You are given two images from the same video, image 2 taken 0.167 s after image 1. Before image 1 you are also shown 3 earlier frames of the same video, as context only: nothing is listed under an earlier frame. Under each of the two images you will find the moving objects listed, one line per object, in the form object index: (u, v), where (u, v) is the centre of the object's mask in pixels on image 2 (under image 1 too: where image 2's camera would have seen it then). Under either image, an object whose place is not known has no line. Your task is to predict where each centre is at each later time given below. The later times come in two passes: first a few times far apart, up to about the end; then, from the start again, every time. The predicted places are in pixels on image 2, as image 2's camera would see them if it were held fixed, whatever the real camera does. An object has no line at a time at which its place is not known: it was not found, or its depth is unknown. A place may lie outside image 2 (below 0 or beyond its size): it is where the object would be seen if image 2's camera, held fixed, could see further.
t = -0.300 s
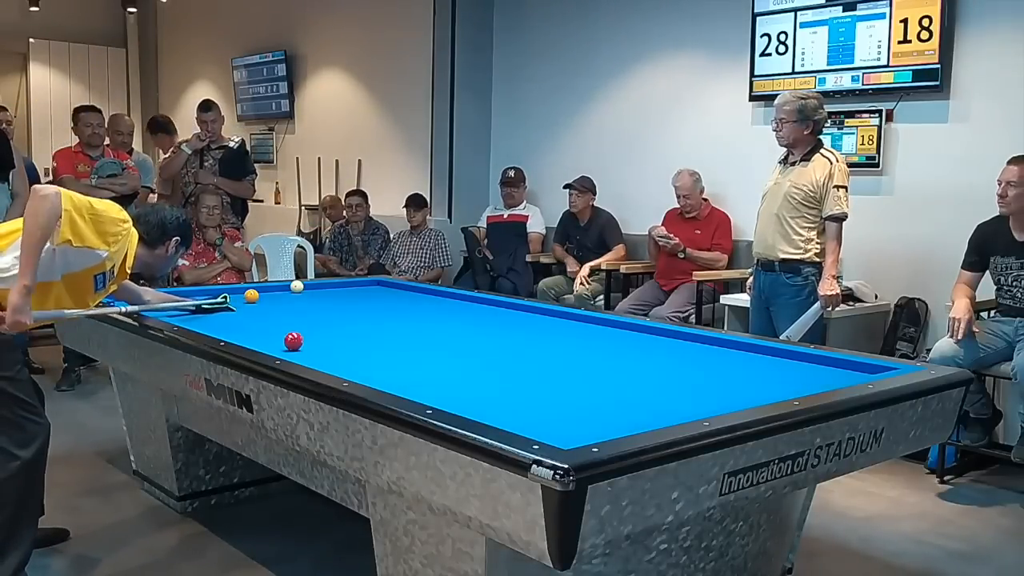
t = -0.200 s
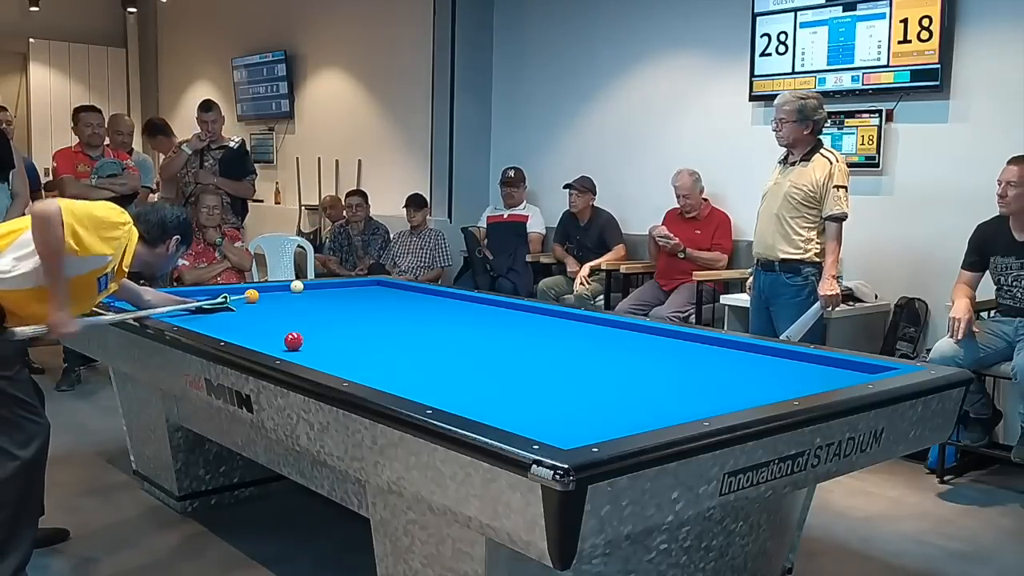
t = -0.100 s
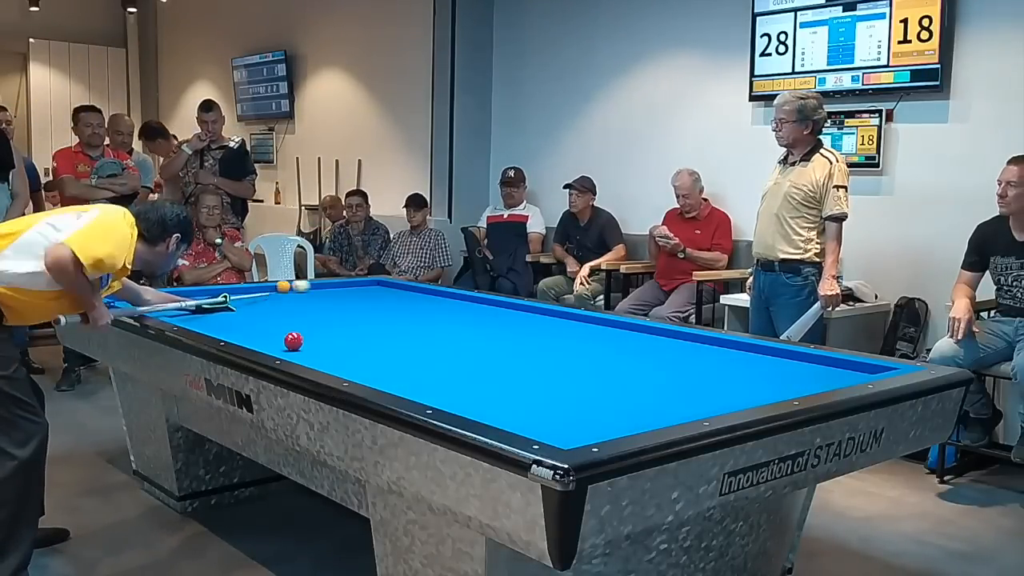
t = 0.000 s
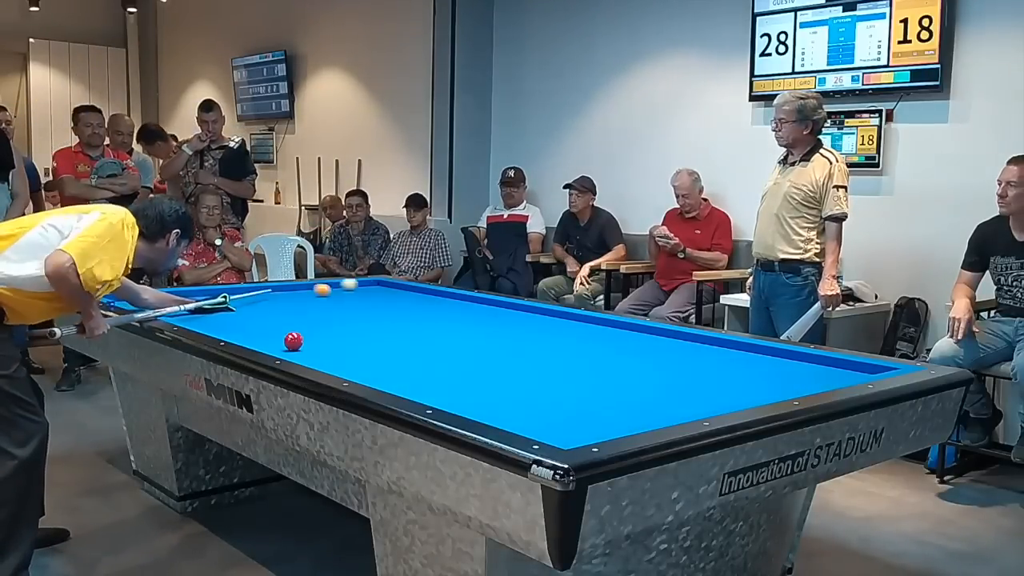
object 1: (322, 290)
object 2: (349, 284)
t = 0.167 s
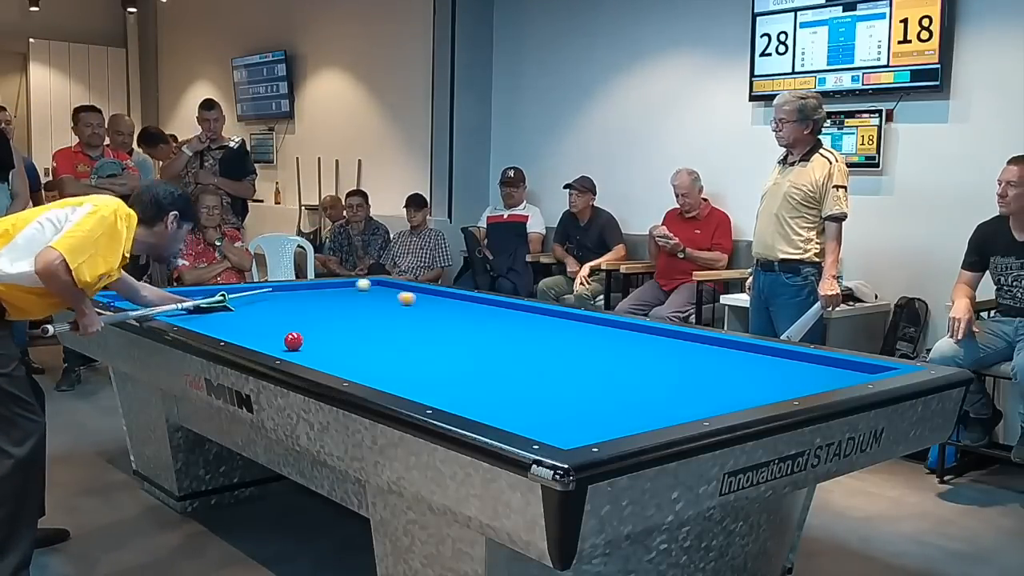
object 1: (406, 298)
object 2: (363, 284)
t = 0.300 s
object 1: (462, 303)
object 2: (330, 287)
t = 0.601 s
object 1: (569, 317)
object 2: (261, 292)
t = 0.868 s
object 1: (629, 334)
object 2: (193, 297)
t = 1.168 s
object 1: (717, 360)
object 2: (130, 300)
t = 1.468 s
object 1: (785, 383)
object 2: (185, 298)
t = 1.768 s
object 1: (648, 373)
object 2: (230, 295)
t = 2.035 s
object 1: (550, 366)
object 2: (268, 293)
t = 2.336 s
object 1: (445, 359)
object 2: (307, 290)
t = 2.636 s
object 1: (346, 353)
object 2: (343, 288)
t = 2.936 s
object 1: (273, 343)
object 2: (376, 286)
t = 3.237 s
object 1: (271, 332)
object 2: (392, 285)
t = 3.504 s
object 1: (271, 323)
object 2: (376, 286)
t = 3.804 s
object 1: (270, 314)
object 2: (359, 287)
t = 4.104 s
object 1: (269, 306)
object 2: (341, 288)
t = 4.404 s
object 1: (269, 299)
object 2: (323, 289)
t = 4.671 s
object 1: (268, 294)
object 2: (308, 290)
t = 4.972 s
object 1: (268, 288)
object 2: (291, 291)
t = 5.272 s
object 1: (293, 288)
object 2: (274, 293)
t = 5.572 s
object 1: (325, 289)
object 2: (258, 293)
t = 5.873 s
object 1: (355, 290)
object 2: (242, 295)
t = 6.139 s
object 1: (385, 291)
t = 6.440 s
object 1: (414, 292)
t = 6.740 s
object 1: (442, 293)
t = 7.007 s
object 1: (448, 295)
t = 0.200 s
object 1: (420, 300)
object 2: (354, 285)
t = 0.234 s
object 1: (434, 301)
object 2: (346, 286)
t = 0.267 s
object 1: (448, 302)
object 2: (338, 287)
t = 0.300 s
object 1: (462, 303)
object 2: (330, 287)
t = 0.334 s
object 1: (477, 304)
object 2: (323, 288)
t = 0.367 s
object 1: (491, 305)
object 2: (315, 288)
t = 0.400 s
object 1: (505, 307)
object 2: (308, 289)
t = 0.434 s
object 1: (519, 308)
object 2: (300, 289)
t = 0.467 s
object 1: (534, 309)
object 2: (292, 290)
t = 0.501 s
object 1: (549, 311)
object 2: (285, 290)
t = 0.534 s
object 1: (558, 313)
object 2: (277, 291)
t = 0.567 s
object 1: (563, 314)
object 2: (269, 291)
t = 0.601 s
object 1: (569, 317)
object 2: (261, 292)
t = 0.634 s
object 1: (575, 319)
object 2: (253, 292)
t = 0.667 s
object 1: (582, 321)
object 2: (244, 293)
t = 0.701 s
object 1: (589, 323)
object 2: (236, 294)
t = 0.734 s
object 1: (597, 325)
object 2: (228, 294)
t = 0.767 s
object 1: (604, 327)
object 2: (219, 295)
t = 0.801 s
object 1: (612, 330)
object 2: (211, 296)
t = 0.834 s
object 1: (620, 332)
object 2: (202, 296)
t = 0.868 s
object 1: (629, 334)
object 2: (193, 297)
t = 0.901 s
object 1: (638, 337)
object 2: (184, 297)
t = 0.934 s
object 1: (646, 339)
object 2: (175, 298)
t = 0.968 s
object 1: (655, 342)
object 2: (165, 298)
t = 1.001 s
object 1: (665, 345)
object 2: (156, 299)
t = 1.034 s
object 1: (675, 348)
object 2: (147, 300)
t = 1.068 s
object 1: (685, 350)
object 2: (137, 300)
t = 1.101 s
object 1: (695, 354)
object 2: (128, 300)
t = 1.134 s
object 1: (706, 356)
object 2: (122, 299)
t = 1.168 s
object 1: (717, 360)
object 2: (130, 300)
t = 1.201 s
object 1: (728, 363)
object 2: (138, 300)
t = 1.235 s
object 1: (740, 366)
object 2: (145, 300)
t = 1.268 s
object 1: (752, 369)
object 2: (151, 300)
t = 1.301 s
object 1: (764, 373)
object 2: (158, 299)
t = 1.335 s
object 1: (778, 377)
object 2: (163, 299)
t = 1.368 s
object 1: (790, 380)
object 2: (168, 299)
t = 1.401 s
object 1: (804, 382)
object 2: (174, 299)
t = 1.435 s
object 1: (803, 382)
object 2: (179, 298)
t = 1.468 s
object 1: (785, 383)
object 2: (185, 298)
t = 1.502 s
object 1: (766, 382)
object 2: (190, 298)
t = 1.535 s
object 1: (749, 381)
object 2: (195, 297)
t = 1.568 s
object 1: (732, 379)
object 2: (201, 297)
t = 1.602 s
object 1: (717, 378)
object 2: (206, 297)
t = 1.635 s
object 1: (702, 377)
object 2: (211, 296)
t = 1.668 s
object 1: (688, 376)
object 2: (216, 296)
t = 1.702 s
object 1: (674, 375)
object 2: (221, 296)
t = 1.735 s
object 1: (661, 374)
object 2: (226, 295)
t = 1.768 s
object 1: (648, 373)
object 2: (230, 295)
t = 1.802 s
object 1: (636, 372)
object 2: (235, 295)
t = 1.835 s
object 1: (623, 371)
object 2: (240, 295)
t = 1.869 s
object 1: (611, 370)
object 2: (245, 294)
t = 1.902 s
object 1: (598, 369)
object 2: (250, 294)
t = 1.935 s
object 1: (586, 369)
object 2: (254, 294)
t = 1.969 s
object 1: (574, 368)
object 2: (259, 293)
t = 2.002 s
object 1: (562, 367)
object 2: (264, 293)
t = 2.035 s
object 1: (550, 366)
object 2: (268, 293)
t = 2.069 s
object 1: (538, 365)
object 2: (272, 293)
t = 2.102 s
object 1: (526, 365)
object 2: (277, 292)
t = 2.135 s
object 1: (514, 364)
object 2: (281, 292)
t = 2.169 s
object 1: (502, 363)
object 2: (286, 292)
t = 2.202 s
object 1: (491, 362)
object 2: (290, 291)
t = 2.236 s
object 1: (480, 361)
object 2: (294, 291)
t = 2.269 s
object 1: (468, 361)
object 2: (299, 291)
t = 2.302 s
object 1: (457, 360)
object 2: (303, 291)
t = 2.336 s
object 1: (445, 359)
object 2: (307, 290)
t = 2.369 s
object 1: (434, 358)
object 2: (311, 290)
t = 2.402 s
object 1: (423, 358)
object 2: (315, 290)
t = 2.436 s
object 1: (412, 357)
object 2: (319, 290)
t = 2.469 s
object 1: (401, 356)
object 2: (323, 289)
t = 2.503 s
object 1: (390, 356)
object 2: (327, 289)
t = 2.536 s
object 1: (379, 355)
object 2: (331, 289)
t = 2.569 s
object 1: (368, 354)
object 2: (335, 289)
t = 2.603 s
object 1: (357, 354)
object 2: (339, 288)
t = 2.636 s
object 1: (346, 353)
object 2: (343, 288)
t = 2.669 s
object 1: (335, 352)
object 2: (346, 288)
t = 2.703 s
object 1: (325, 351)
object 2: (350, 288)
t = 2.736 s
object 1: (315, 350)
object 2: (354, 288)
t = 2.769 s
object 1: (304, 349)
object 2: (357, 287)
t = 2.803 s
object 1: (294, 348)
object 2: (361, 287)
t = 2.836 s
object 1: (283, 346)
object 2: (365, 287)
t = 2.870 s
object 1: (273, 345)
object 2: (369, 287)
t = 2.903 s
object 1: (272, 344)
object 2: (372, 287)
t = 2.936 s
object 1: (273, 343)
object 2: (376, 286)
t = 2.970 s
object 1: (273, 342)
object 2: (379, 286)
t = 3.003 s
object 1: (273, 341)
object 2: (383, 286)
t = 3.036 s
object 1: (272, 340)
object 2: (386, 285)
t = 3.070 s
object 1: (272, 338)
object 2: (393, 285)
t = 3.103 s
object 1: (272, 337)
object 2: (396, 285)
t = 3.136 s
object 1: (272, 336)
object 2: (399, 285)
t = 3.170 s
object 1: (271, 334)
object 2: (397, 285)
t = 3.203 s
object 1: (271, 333)
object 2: (394, 285)
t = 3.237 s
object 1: (271, 332)
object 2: (392, 285)
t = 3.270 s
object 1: (271, 331)
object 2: (390, 285)
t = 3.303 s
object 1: (271, 329)
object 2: (388, 285)
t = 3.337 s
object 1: (271, 328)
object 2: (386, 286)
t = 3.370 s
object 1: (271, 327)
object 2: (384, 286)
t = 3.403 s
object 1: (271, 326)
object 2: (382, 286)
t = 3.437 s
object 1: (271, 325)
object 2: (380, 286)
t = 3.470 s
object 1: (271, 324)
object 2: (378, 286)
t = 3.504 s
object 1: (271, 323)
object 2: (376, 286)
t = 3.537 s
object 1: (270, 322)
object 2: (374, 287)
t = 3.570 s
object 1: (270, 321)
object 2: (372, 287)
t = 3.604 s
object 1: (270, 320)
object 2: (371, 287)
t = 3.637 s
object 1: (270, 318)
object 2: (369, 287)
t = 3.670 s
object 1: (270, 318)
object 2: (367, 287)
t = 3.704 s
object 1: (270, 317)
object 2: (365, 287)
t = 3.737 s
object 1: (270, 316)
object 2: (362, 287)
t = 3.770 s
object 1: (270, 315)
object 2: (361, 287)
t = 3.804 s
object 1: (270, 314)
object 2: (359, 287)
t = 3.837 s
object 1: (270, 313)
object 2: (357, 287)
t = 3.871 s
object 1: (270, 312)
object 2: (355, 287)
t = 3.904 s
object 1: (270, 311)
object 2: (353, 288)
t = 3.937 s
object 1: (270, 310)
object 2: (351, 288)
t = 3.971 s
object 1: (269, 309)
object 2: (349, 288)
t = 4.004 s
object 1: (269, 309)
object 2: (347, 288)
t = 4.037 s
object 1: (269, 308)
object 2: (345, 288)
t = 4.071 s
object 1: (269, 307)
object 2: (343, 288)
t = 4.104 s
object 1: (269, 306)
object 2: (341, 288)
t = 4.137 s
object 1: (269, 305)
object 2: (339, 289)
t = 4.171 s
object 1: (269, 304)
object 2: (337, 289)
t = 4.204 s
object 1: (269, 304)
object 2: (335, 289)
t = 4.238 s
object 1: (269, 303)
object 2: (333, 289)
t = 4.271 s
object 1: (269, 302)
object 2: (331, 289)
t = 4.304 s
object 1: (269, 301)
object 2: (329, 289)
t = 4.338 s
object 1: (269, 301)
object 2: (327, 289)
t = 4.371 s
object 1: (269, 300)
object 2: (325, 289)
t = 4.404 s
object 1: (269, 299)
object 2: (323, 289)
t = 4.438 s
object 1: (268, 299)
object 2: (321, 290)
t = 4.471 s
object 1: (269, 298)
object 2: (319, 290)
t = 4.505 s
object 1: (268, 297)
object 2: (317, 290)
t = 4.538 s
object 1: (268, 297)
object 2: (315, 290)
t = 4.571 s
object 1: (269, 296)
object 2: (313, 290)
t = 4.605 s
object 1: (268, 295)
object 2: (311, 290)
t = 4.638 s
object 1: (268, 294)
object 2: (310, 290)
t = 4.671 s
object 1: (268, 294)
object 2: (308, 290)
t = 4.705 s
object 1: (268, 293)
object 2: (306, 291)
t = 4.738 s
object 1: (268, 293)
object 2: (304, 291)
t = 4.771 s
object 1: (268, 292)
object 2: (302, 291)
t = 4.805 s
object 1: (268, 291)
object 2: (300, 291)
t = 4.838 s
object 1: (268, 291)
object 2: (298, 291)
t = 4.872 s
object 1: (268, 290)
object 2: (296, 291)
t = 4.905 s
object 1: (268, 290)
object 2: (295, 291)
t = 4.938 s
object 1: (268, 289)
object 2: (293, 291)
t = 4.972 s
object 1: (268, 288)
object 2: (291, 291)
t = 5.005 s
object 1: (268, 288)
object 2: (289, 291)
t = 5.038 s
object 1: (268, 288)
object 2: (287, 292)
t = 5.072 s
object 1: (271, 287)
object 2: (285, 292)
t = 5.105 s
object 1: (274, 287)
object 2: (284, 292)
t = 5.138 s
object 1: (276, 285)
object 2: (282, 292)
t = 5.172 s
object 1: (284, 285)
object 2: (280, 292)
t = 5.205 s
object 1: (287, 287)
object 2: (278, 292)
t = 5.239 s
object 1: (289, 288)
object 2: (276, 292)
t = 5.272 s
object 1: (293, 288)
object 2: (274, 293)
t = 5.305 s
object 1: (296, 288)
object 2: (273, 292)
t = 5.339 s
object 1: (300, 288)
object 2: (271, 293)
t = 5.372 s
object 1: (303, 288)
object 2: (269, 293)
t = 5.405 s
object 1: (307, 288)
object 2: (267, 293)
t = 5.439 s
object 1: (311, 288)
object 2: (265, 293)
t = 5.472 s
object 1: (314, 289)
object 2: (263, 293)
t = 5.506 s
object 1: (317, 289)
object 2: (262, 293)
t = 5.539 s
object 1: (321, 289)
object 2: (260, 293)
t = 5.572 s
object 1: (325, 289)
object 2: (258, 293)
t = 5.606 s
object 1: (328, 289)
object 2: (256, 293)
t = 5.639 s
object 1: (331, 289)
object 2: (254, 293)
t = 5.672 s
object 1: (335, 289)
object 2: (253, 294)
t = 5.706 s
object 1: (338, 289)
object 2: (251, 294)
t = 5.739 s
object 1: (342, 289)
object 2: (249, 294)
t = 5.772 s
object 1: (345, 289)
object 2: (248, 294)
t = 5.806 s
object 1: (349, 289)
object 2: (246, 294)
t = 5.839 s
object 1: (352, 289)
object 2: (244, 294)
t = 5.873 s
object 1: (355, 290)
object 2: (242, 295)
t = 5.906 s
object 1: (359, 290)
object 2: (241, 295)
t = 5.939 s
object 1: (362, 290)
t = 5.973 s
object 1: (365, 290)
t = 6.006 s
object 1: (369, 290)
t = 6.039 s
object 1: (372, 290)
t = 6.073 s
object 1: (379, 291)
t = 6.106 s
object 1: (382, 291)
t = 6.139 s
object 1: (385, 291)
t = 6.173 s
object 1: (389, 291)
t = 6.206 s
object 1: (392, 291)
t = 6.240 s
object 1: (395, 291)
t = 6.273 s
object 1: (398, 291)
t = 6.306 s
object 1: (401, 292)
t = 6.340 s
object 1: (405, 292)
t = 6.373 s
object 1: (408, 292)
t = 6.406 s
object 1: (411, 292)
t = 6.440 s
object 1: (414, 292)
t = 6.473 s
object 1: (417, 292)
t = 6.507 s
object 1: (421, 292)
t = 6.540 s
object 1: (423, 292)
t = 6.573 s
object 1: (427, 292)
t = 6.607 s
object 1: (430, 292)
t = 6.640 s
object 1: (433, 292)
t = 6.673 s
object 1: (436, 292)
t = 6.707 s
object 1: (439, 292)
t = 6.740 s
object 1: (442, 293)
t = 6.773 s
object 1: (445, 293)
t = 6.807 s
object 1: (447, 293)
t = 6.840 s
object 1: (447, 293)
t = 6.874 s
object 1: (447, 294)
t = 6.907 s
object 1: (447, 294)
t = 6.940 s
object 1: (447, 294)
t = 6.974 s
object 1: (447, 294)
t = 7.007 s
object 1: (448, 295)
